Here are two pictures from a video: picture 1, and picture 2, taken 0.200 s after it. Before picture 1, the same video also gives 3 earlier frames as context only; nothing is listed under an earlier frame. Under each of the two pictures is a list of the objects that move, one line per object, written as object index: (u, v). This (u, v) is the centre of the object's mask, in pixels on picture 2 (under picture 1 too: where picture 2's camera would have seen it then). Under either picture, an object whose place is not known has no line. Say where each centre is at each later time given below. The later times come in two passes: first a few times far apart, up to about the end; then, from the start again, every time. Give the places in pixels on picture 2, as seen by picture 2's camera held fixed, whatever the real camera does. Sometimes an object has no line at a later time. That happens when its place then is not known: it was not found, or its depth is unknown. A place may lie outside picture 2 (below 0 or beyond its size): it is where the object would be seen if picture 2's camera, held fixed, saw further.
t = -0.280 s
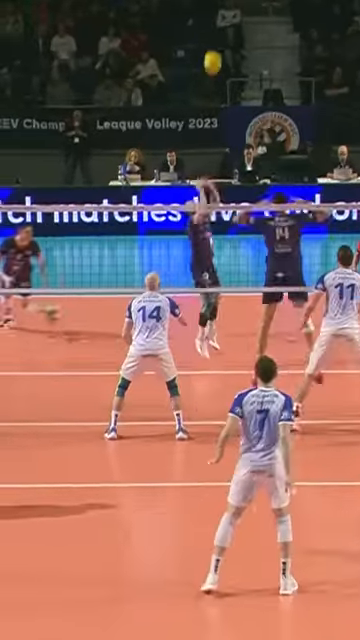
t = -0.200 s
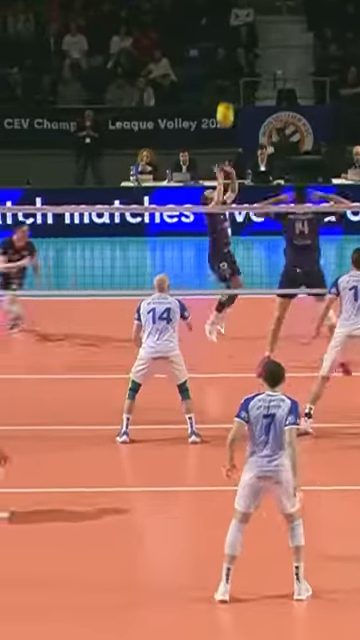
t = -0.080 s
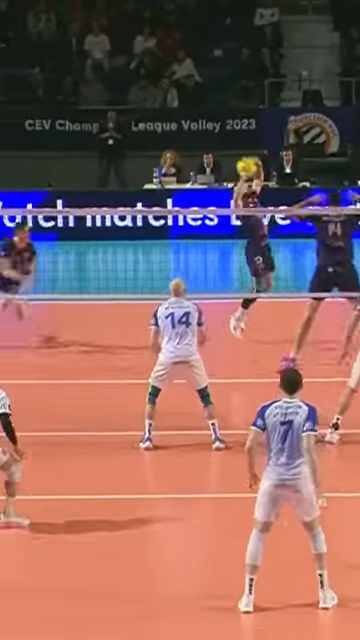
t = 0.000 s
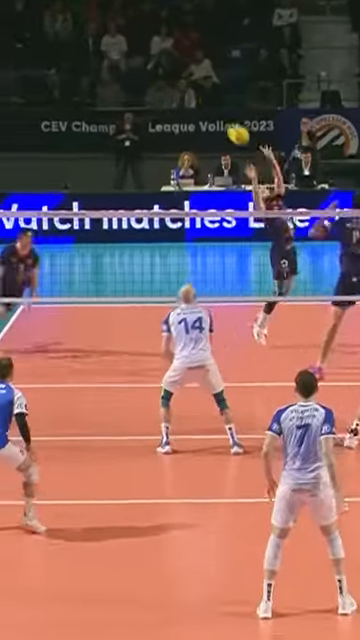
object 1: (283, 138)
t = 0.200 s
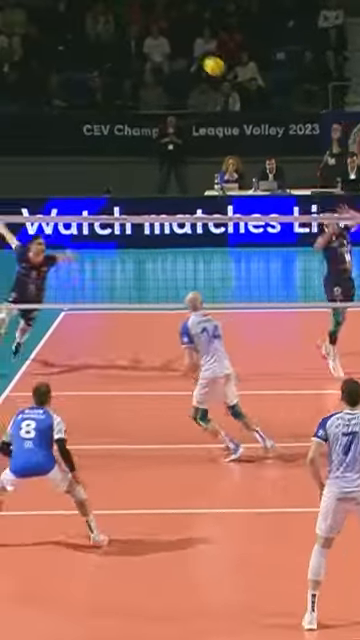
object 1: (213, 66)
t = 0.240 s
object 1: (200, 55)
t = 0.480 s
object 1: (118, 23)
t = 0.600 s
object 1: (78, 26)
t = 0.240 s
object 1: (200, 55)
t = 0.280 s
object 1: (185, 46)
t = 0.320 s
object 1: (172, 38)
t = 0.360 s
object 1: (158, 32)
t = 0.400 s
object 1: (144, 27)
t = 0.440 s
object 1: (131, 24)
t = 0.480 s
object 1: (118, 23)
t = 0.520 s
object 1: (105, 22)
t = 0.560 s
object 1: (91, 24)
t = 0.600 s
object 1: (78, 26)
